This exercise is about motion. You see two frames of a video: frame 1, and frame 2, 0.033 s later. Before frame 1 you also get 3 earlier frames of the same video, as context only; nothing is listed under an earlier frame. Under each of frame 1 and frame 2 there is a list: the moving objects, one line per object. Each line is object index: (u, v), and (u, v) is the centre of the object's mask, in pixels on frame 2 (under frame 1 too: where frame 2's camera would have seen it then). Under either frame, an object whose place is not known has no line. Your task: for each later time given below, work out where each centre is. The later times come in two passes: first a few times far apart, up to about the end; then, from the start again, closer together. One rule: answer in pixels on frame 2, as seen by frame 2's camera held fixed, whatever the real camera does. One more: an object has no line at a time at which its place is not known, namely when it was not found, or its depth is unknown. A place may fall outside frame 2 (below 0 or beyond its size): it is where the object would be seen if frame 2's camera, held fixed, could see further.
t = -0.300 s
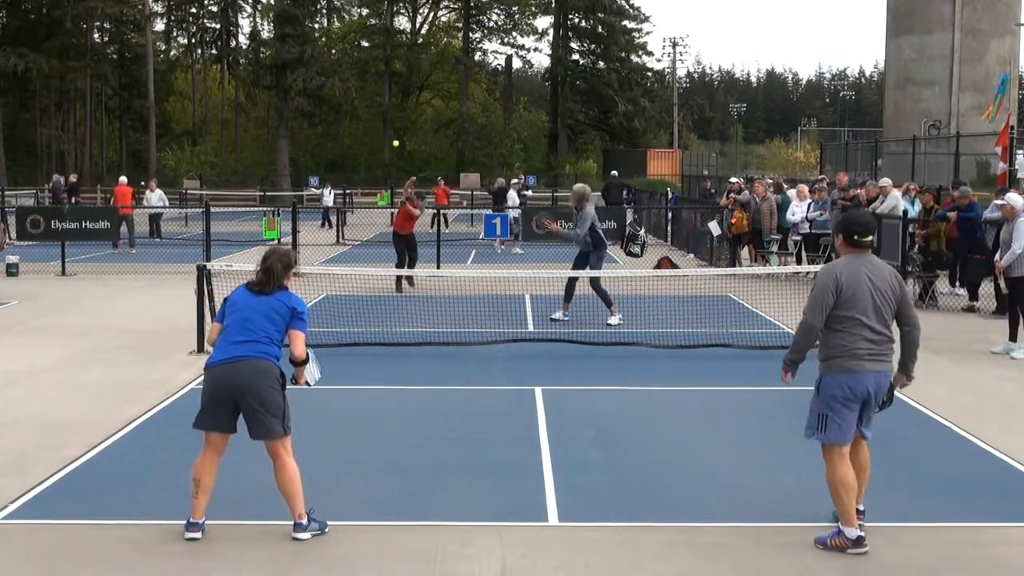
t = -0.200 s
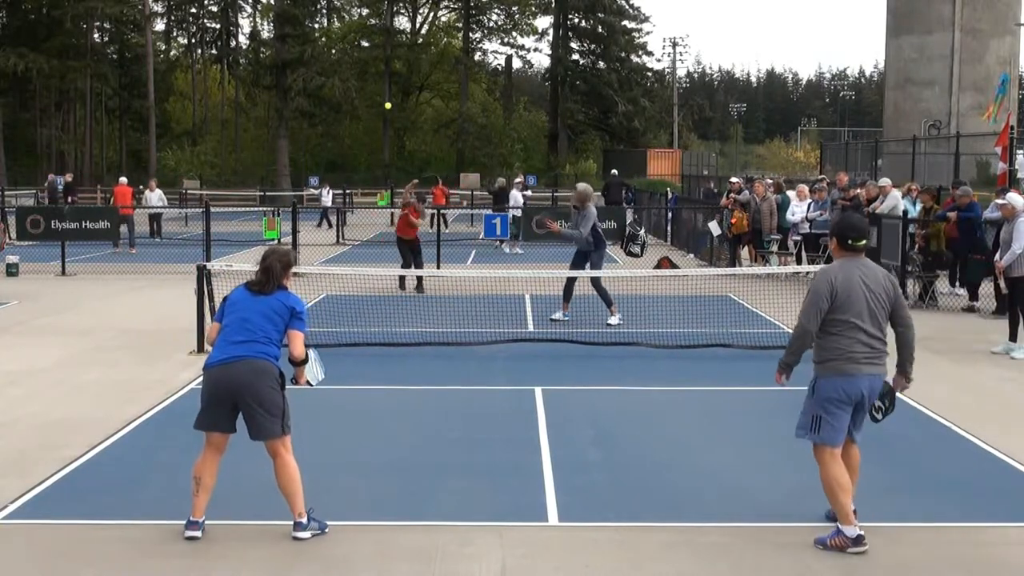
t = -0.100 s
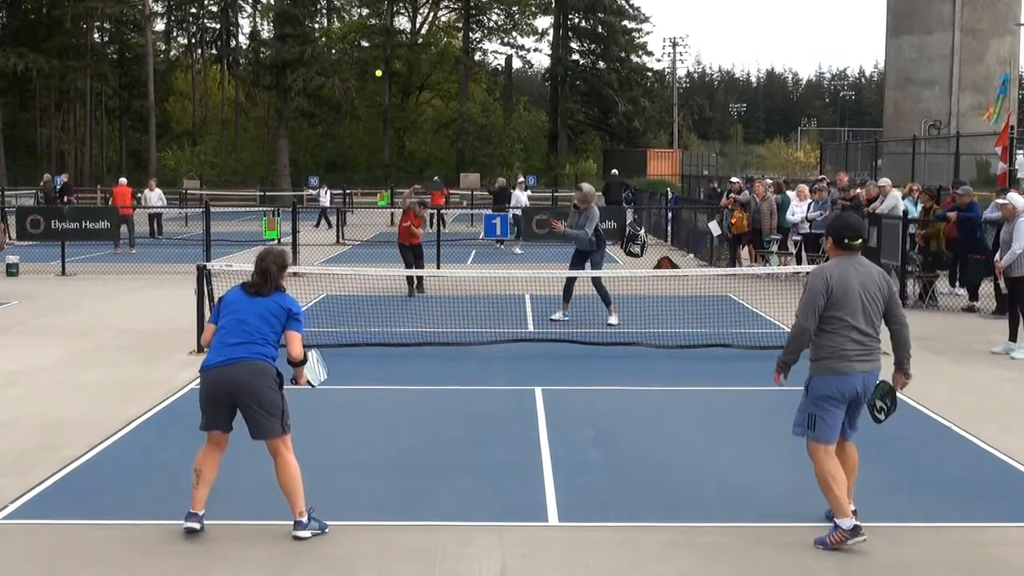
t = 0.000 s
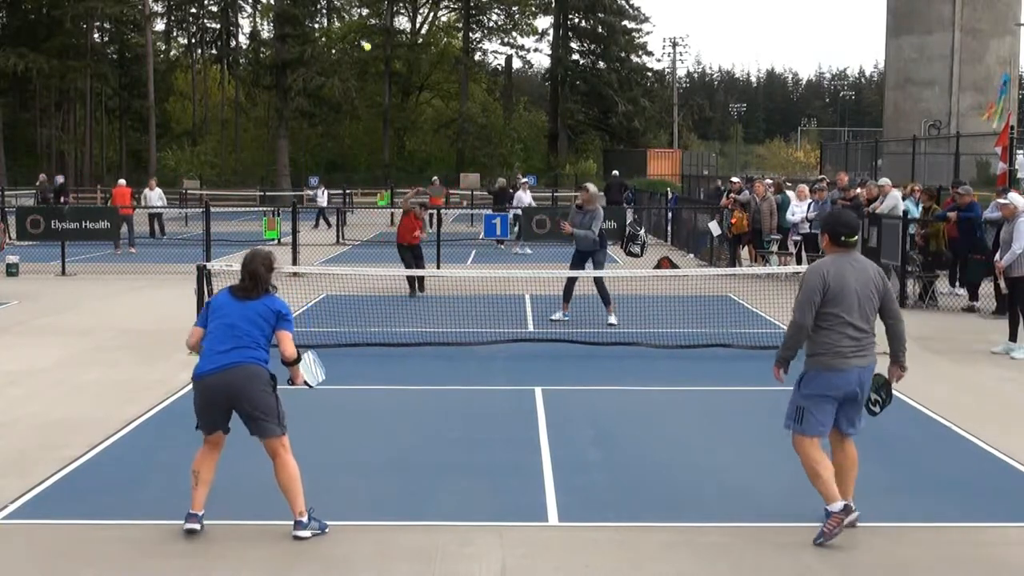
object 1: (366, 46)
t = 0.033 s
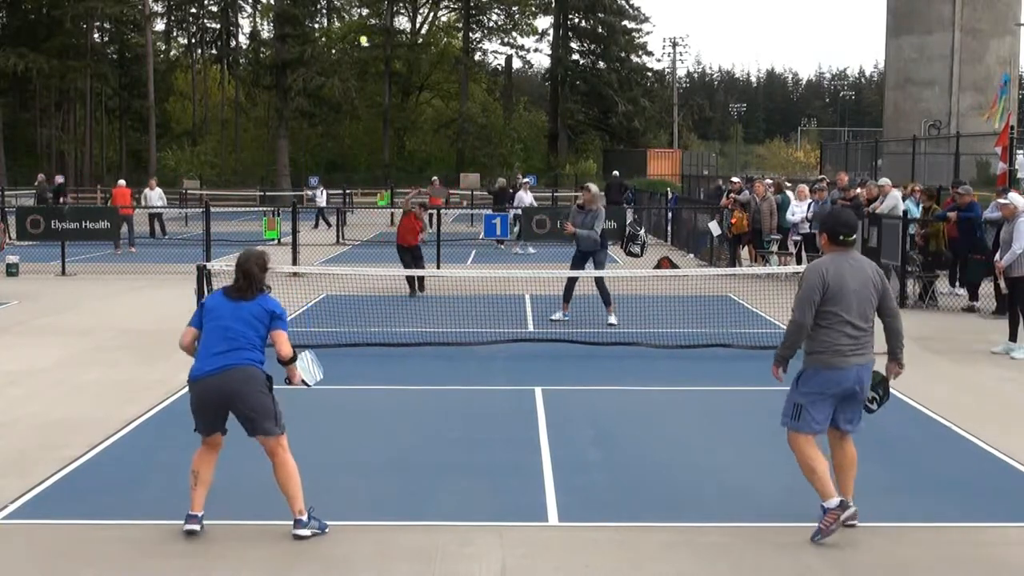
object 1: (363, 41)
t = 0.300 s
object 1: (323, 13)
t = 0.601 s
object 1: (266, 76)
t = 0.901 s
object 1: (198, 270)
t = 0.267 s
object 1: (329, 13)
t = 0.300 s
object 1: (323, 13)
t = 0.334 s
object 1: (317, 15)
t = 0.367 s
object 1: (312, 18)
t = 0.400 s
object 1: (306, 22)
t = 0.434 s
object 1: (299, 27)
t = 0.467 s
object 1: (293, 33)
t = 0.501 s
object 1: (286, 42)
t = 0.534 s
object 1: (280, 52)
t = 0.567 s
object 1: (273, 63)
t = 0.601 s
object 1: (266, 76)
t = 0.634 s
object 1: (258, 91)
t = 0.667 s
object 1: (251, 107)
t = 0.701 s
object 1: (243, 125)
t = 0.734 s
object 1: (236, 145)
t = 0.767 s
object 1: (228, 167)
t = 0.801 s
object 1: (221, 190)
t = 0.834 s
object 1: (213, 215)
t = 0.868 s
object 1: (205, 242)
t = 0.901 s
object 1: (198, 270)
